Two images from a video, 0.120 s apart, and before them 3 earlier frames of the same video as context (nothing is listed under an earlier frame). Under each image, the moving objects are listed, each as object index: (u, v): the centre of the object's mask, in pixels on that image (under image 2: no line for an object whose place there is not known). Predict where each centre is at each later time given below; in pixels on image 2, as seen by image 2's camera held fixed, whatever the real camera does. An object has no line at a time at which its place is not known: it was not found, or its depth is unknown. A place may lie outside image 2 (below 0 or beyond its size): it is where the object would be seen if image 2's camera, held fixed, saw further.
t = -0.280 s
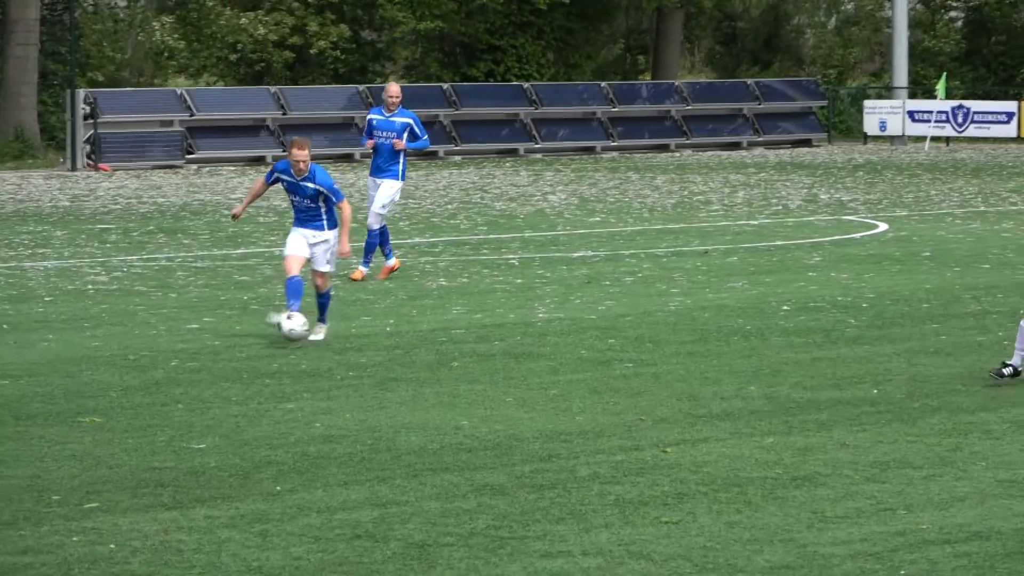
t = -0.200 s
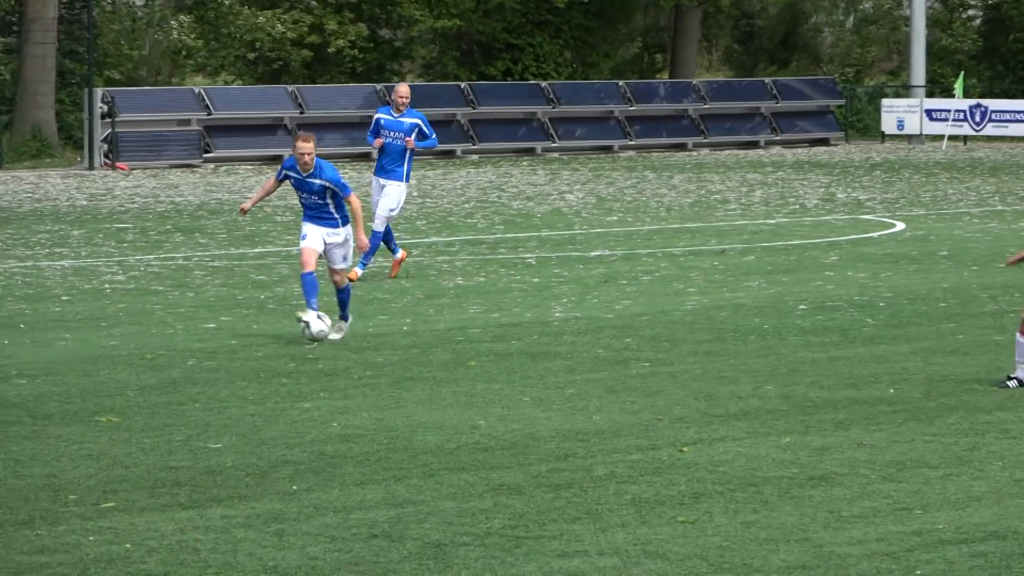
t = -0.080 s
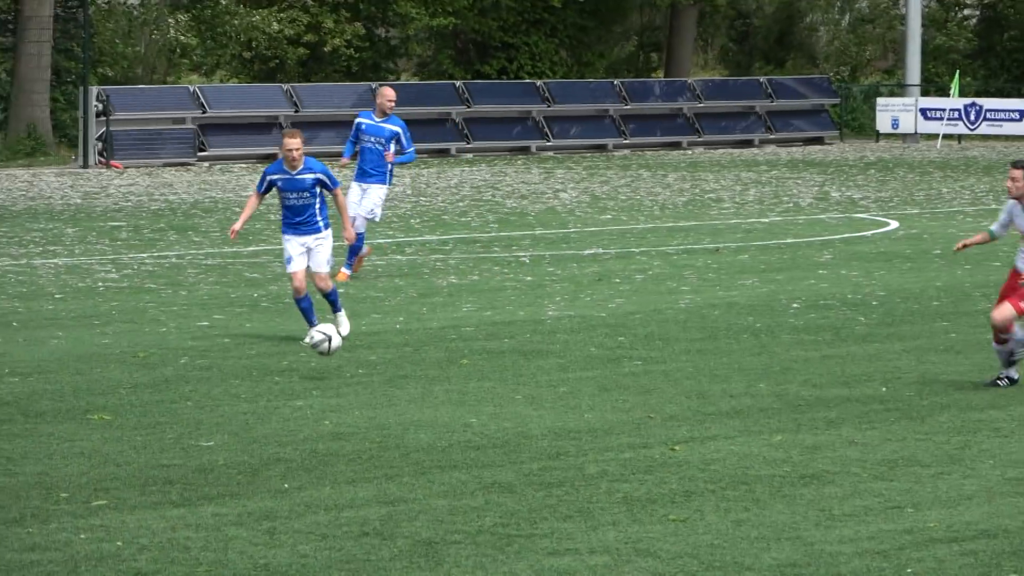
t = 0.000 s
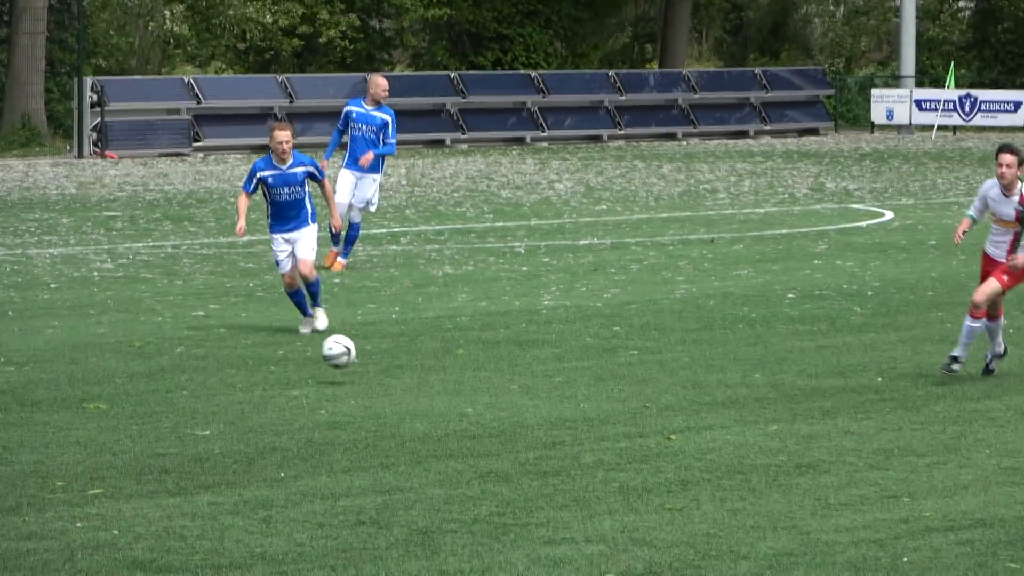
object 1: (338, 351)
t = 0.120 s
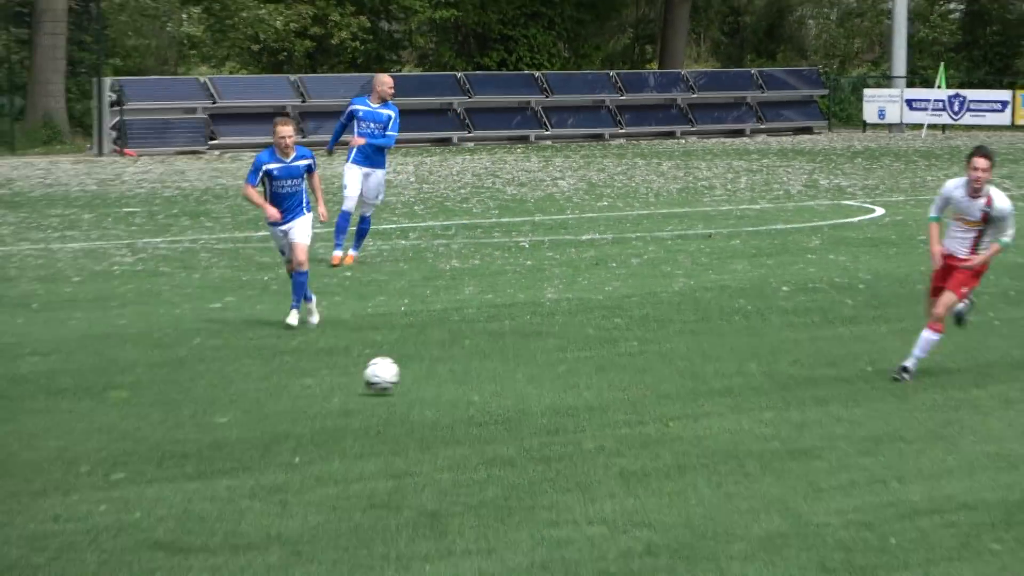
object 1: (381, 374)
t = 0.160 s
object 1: (392, 375)
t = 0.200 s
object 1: (404, 379)
